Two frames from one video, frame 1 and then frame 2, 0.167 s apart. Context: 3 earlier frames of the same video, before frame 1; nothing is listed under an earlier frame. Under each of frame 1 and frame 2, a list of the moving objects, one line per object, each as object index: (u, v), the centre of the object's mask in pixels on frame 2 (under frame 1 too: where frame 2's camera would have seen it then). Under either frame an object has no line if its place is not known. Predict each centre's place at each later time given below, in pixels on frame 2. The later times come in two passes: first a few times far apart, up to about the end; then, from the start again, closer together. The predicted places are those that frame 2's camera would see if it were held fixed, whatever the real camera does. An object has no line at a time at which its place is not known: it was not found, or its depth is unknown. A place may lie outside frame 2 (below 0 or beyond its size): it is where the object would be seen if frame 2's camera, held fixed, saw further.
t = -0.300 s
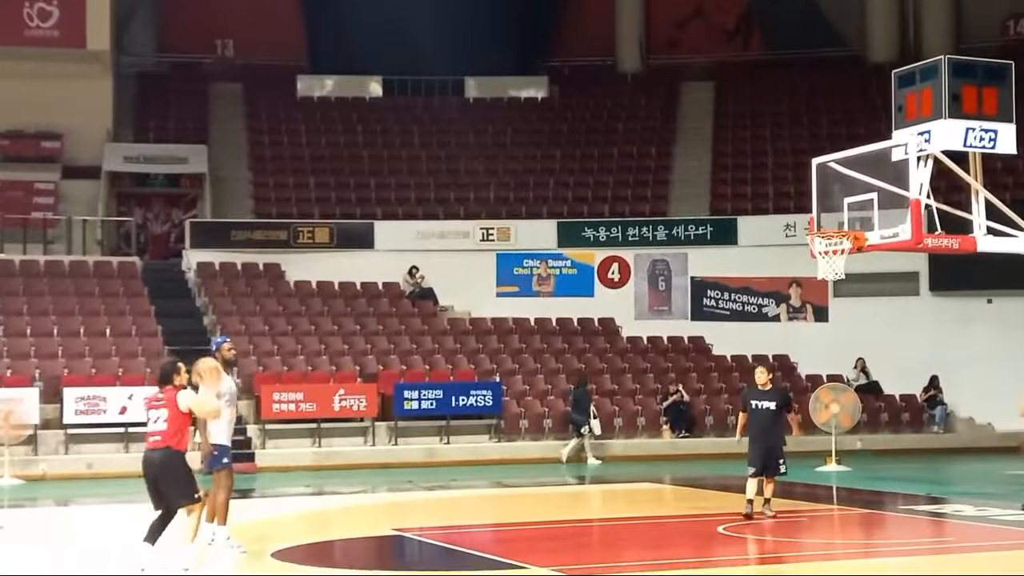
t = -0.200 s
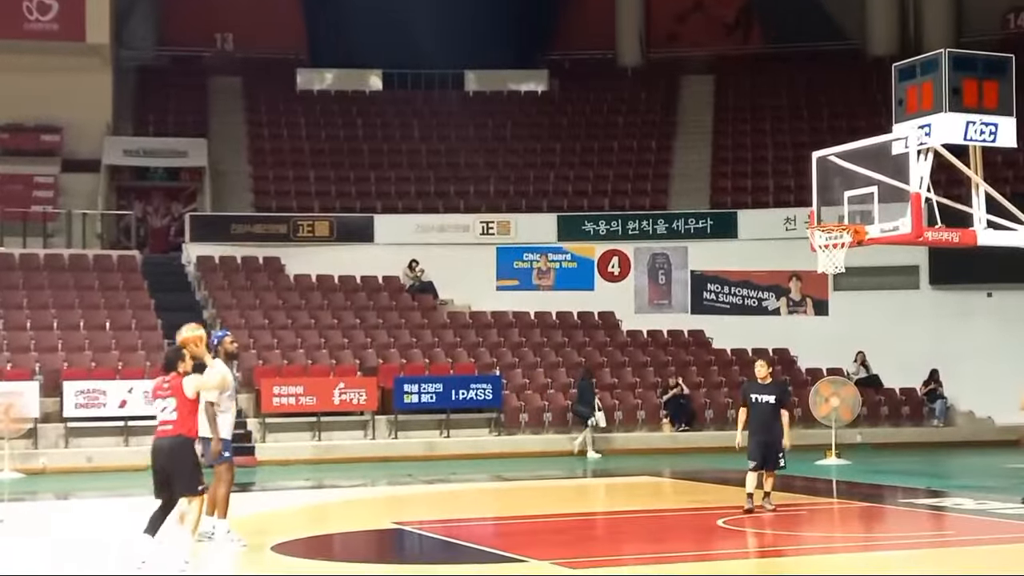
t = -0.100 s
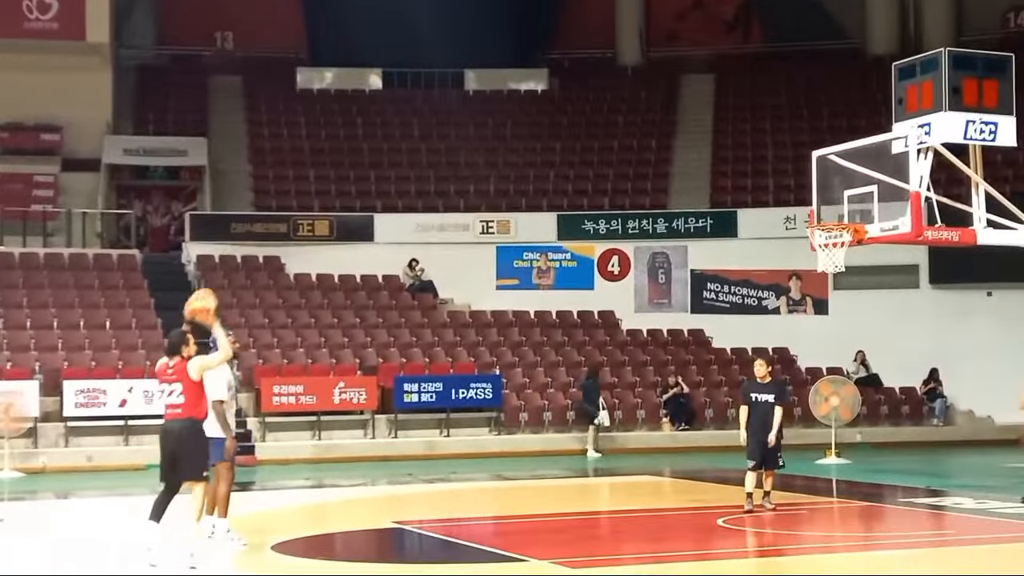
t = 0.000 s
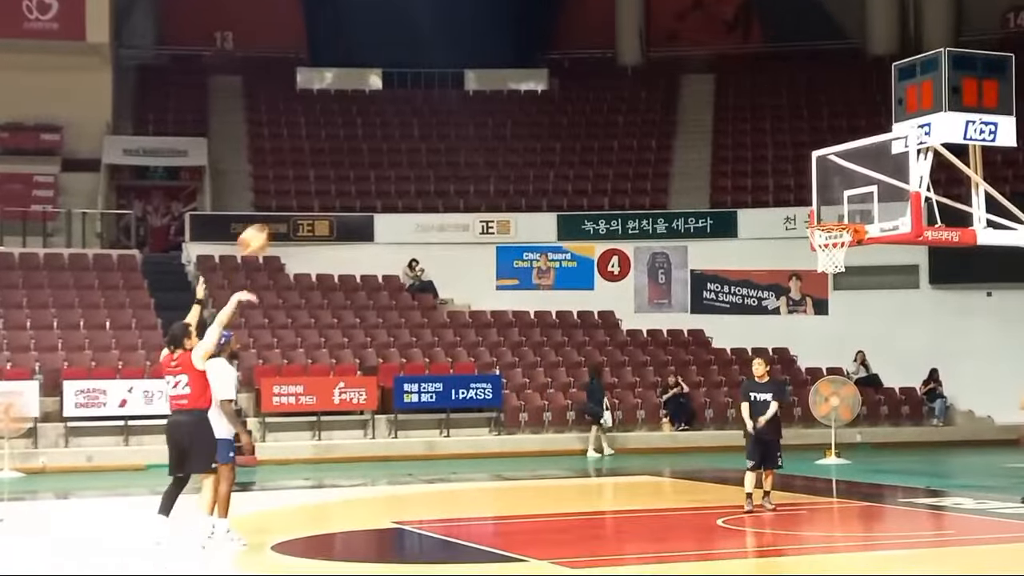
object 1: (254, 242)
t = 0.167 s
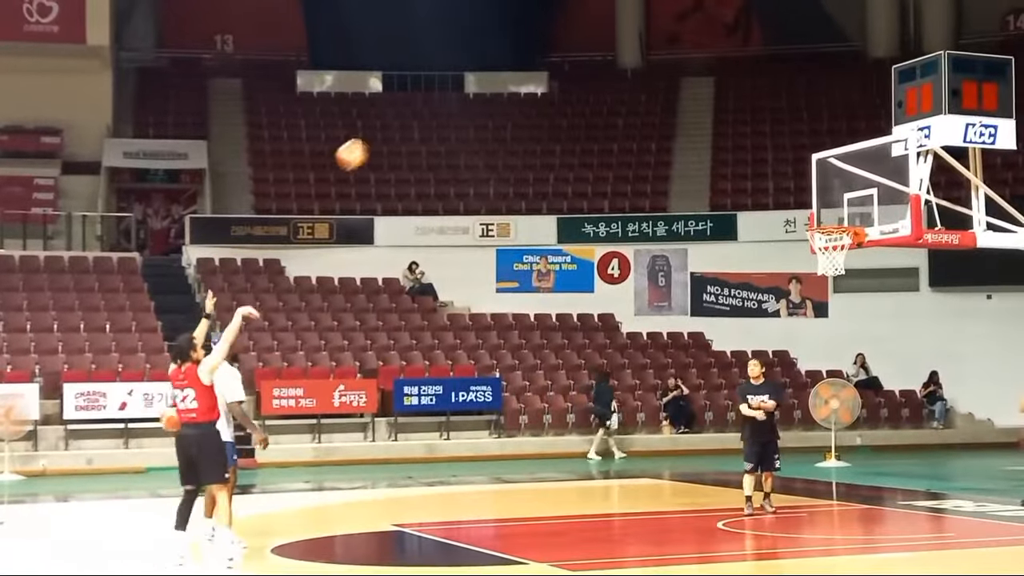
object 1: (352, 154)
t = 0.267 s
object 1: (407, 117)
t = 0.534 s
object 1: (544, 71)
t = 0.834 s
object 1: (684, 104)
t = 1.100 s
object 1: (798, 198)
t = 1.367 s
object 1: (847, 261)
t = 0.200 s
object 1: (371, 141)
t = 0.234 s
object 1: (389, 128)
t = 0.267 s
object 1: (407, 117)
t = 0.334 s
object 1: (443, 99)
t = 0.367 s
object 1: (459, 91)
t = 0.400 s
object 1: (477, 85)
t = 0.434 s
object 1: (494, 80)
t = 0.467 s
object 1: (510, 76)
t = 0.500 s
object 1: (527, 73)
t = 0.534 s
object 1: (544, 71)
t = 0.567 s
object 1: (560, 71)
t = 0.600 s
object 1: (576, 72)
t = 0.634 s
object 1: (592, 73)
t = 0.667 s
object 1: (608, 76)
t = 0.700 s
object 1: (623, 80)
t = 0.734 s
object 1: (639, 84)
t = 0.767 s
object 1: (654, 90)
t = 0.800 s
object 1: (669, 97)
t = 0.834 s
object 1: (684, 104)
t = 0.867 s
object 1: (698, 113)
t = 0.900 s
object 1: (713, 123)
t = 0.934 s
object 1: (728, 133)
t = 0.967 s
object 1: (742, 144)
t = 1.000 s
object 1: (757, 157)
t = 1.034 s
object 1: (771, 170)
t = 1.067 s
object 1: (785, 184)
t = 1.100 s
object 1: (798, 198)
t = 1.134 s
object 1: (812, 215)
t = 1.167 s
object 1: (826, 231)
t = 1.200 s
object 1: (841, 243)
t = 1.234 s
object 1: (843, 253)
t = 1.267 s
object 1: (848, 254)
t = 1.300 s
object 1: (848, 256)
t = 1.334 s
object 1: (847, 257)
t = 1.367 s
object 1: (847, 261)
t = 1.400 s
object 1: (846, 266)
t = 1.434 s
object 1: (845, 271)
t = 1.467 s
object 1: (844, 278)
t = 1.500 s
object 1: (844, 285)
